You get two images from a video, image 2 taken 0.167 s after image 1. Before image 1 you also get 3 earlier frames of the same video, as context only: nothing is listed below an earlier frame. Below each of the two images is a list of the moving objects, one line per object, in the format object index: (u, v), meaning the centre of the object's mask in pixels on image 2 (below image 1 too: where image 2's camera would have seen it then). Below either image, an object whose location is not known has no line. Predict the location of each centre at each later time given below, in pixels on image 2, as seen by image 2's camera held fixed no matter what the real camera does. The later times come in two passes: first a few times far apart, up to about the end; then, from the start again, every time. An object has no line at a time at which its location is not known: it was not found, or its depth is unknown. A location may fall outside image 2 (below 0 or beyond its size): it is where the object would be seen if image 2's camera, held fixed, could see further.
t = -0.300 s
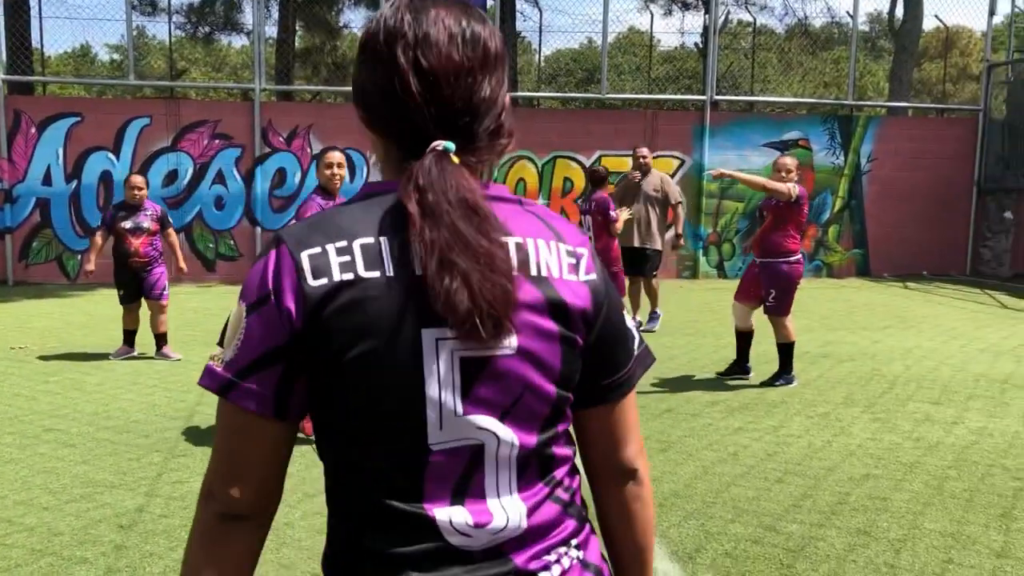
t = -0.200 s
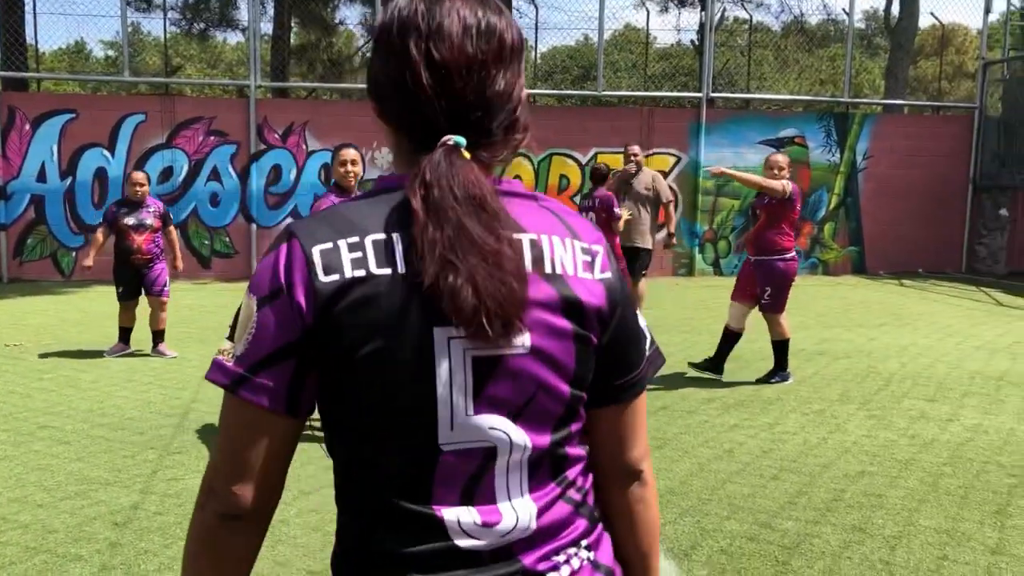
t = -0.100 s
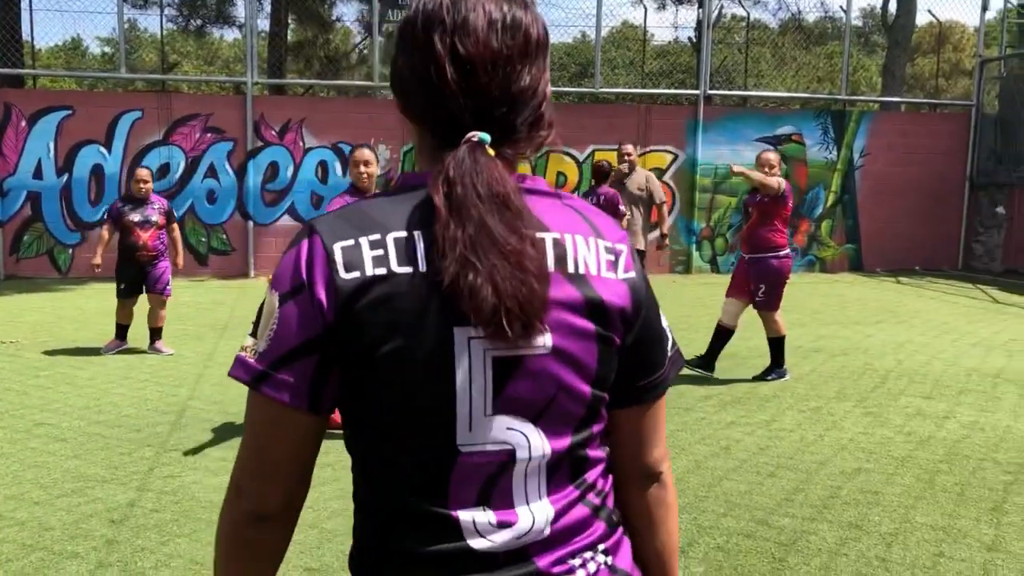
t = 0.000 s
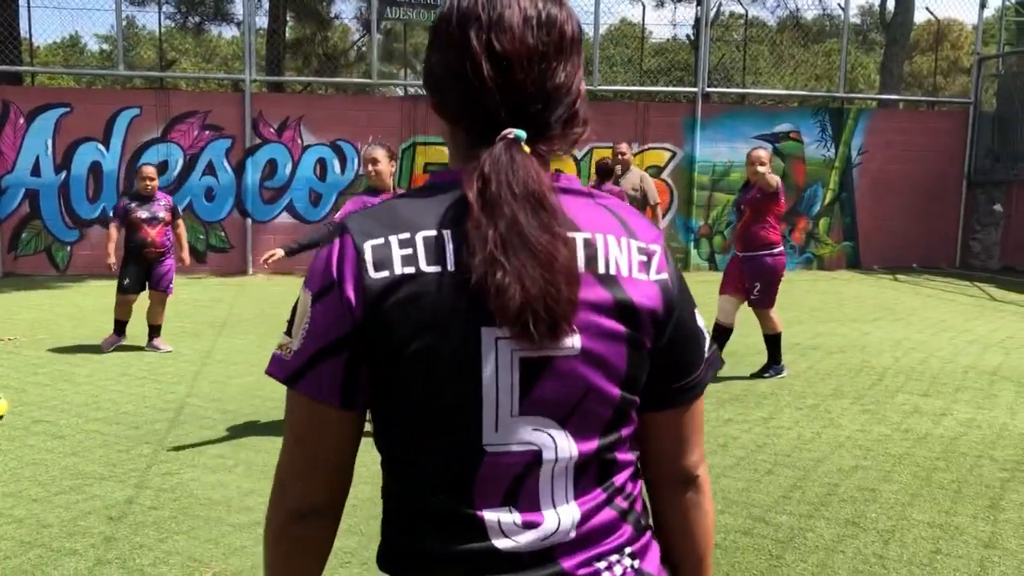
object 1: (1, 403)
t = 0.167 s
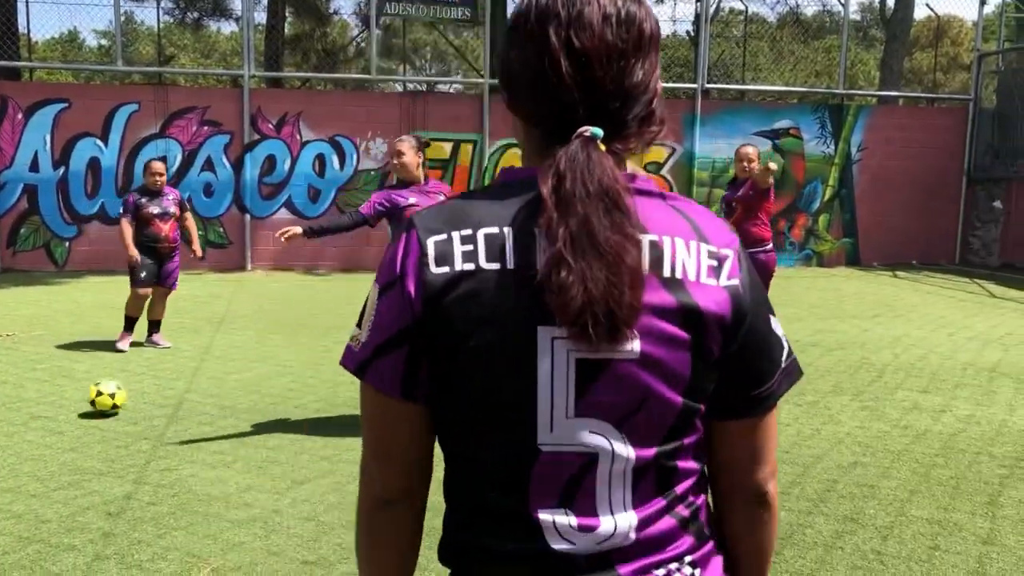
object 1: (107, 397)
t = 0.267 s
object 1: (163, 393)
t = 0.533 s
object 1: (297, 380)
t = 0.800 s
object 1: (412, 368)
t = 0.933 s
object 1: (462, 363)
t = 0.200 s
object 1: (126, 397)
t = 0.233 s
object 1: (145, 394)
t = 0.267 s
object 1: (163, 393)
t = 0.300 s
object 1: (181, 391)
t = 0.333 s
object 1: (199, 389)
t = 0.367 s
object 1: (216, 388)
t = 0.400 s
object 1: (233, 386)
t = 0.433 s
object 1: (250, 385)
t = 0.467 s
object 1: (266, 383)
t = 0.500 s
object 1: (282, 382)
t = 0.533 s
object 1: (297, 380)
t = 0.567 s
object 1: (312, 378)
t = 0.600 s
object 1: (327, 377)
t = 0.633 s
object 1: (342, 375)
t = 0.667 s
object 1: (356, 374)
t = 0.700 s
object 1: (370, 372)
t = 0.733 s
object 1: (384, 371)
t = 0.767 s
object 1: (398, 369)
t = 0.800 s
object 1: (412, 368)
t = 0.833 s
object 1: (425, 367)
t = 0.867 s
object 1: (437, 366)
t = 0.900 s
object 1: (450, 364)
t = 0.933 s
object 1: (462, 363)
